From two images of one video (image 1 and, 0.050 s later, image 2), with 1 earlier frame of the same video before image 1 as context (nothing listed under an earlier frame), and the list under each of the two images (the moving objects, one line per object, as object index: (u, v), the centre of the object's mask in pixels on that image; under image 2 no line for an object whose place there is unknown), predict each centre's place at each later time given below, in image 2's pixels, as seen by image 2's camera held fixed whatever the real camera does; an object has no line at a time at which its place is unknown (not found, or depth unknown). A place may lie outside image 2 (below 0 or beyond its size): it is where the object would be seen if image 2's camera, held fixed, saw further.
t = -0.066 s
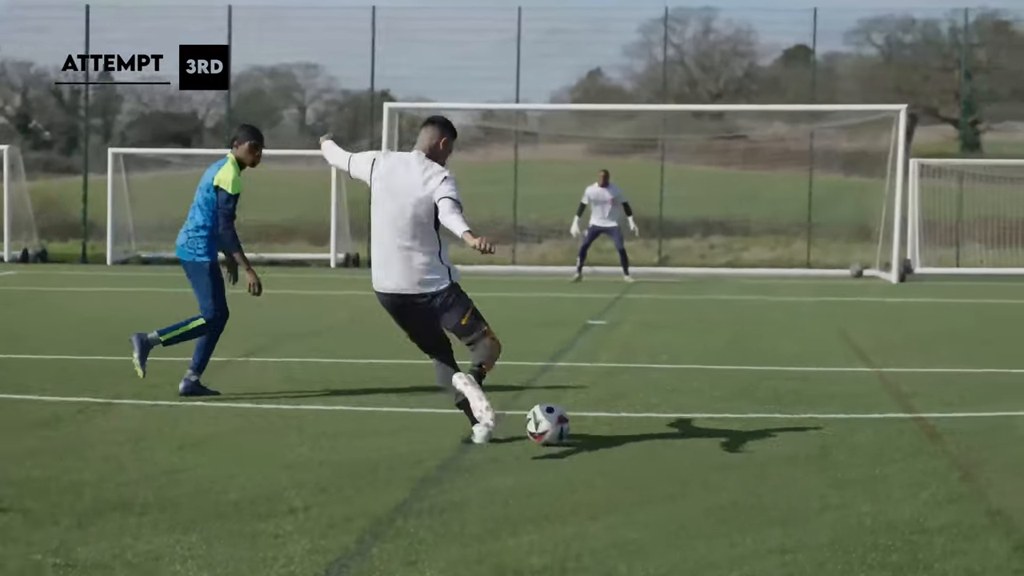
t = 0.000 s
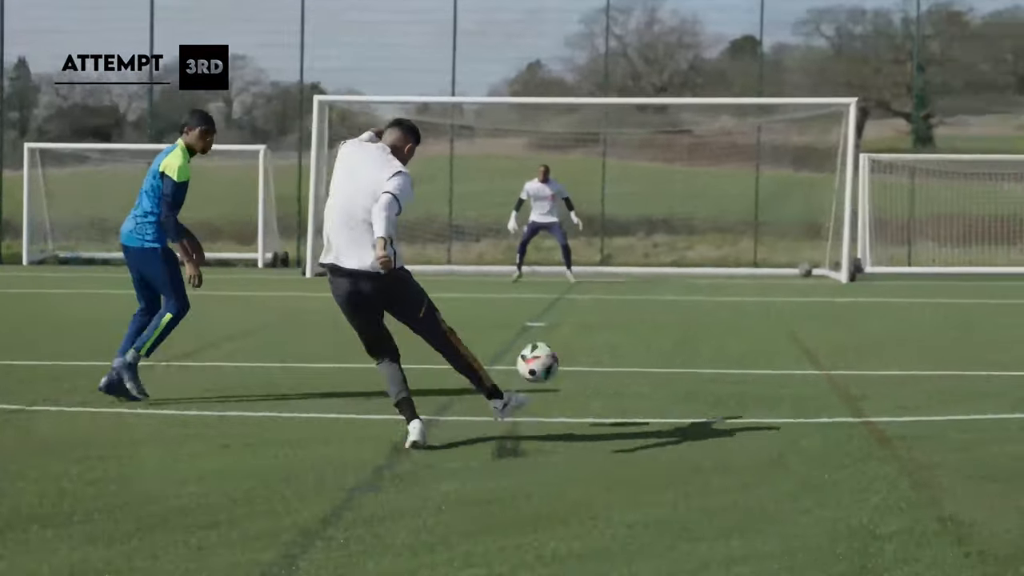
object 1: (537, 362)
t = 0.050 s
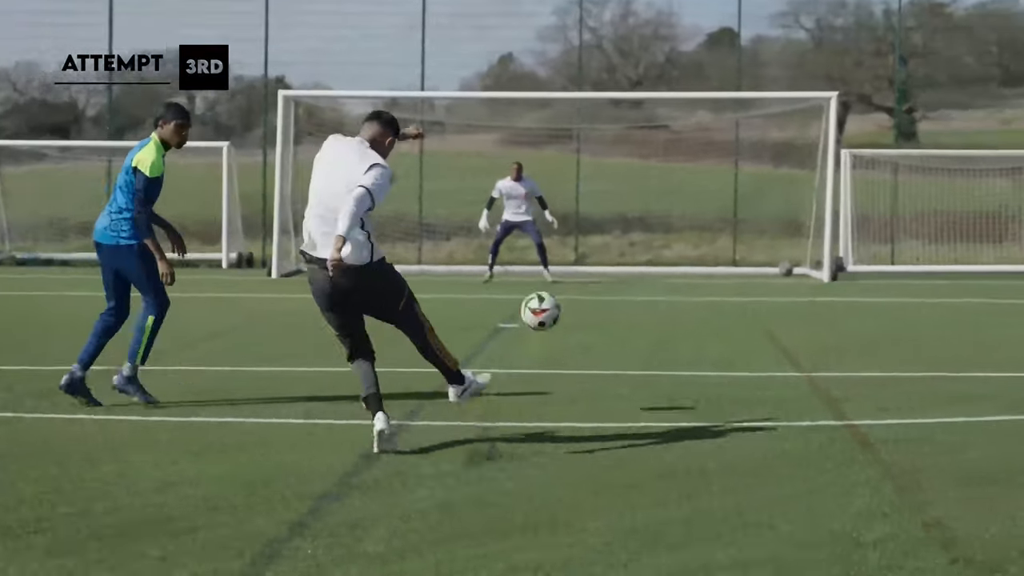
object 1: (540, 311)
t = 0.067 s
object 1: (554, 288)
